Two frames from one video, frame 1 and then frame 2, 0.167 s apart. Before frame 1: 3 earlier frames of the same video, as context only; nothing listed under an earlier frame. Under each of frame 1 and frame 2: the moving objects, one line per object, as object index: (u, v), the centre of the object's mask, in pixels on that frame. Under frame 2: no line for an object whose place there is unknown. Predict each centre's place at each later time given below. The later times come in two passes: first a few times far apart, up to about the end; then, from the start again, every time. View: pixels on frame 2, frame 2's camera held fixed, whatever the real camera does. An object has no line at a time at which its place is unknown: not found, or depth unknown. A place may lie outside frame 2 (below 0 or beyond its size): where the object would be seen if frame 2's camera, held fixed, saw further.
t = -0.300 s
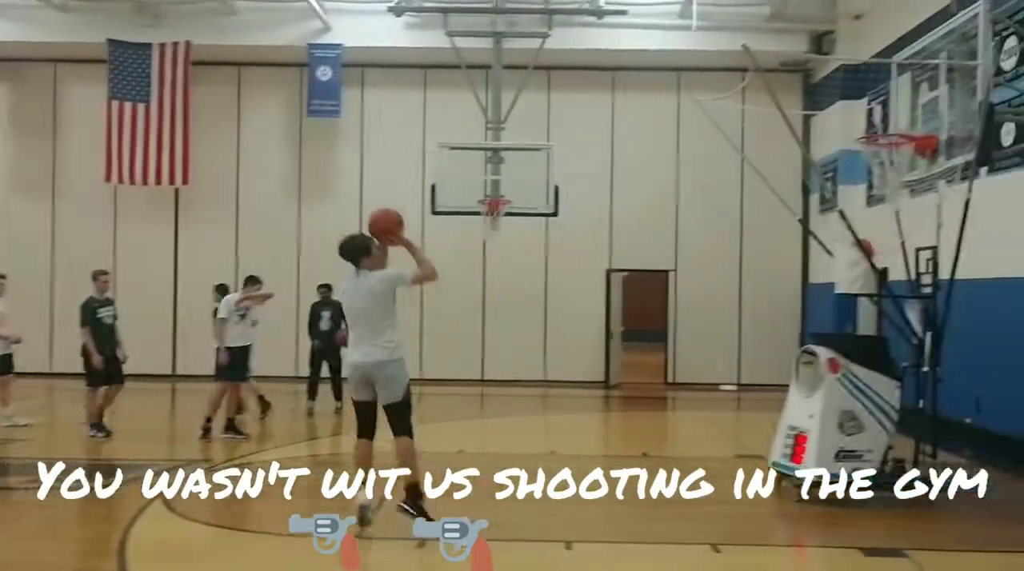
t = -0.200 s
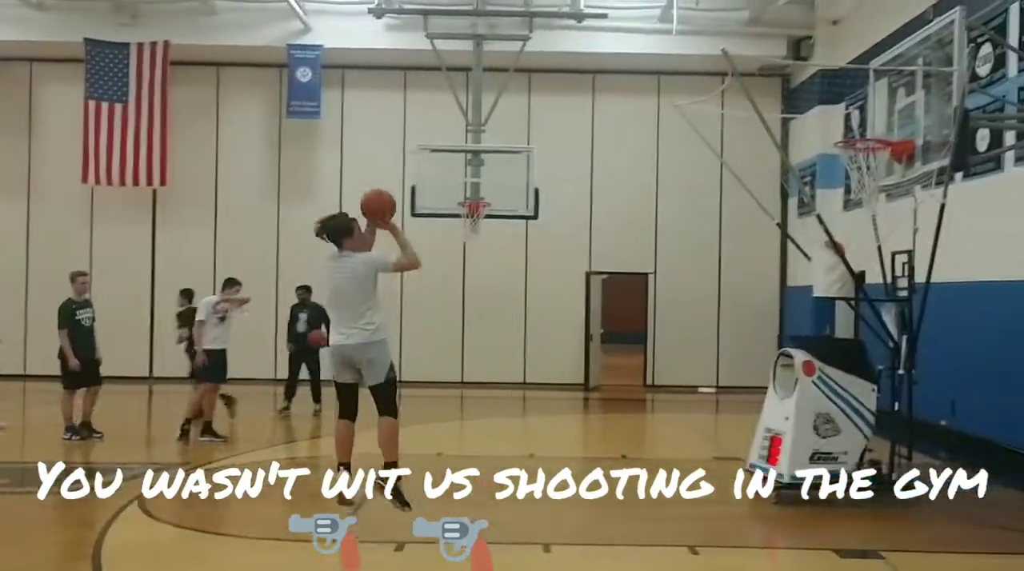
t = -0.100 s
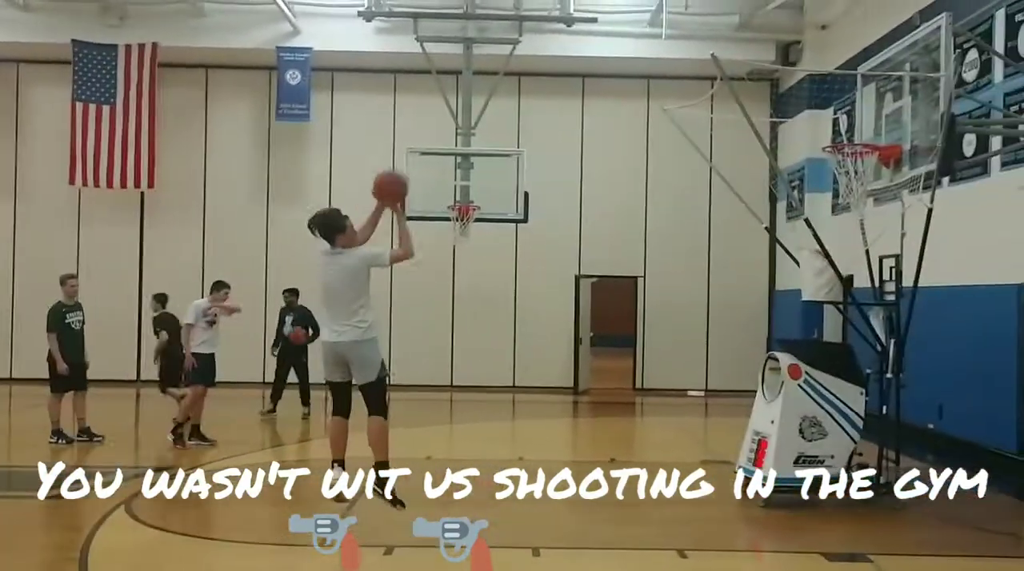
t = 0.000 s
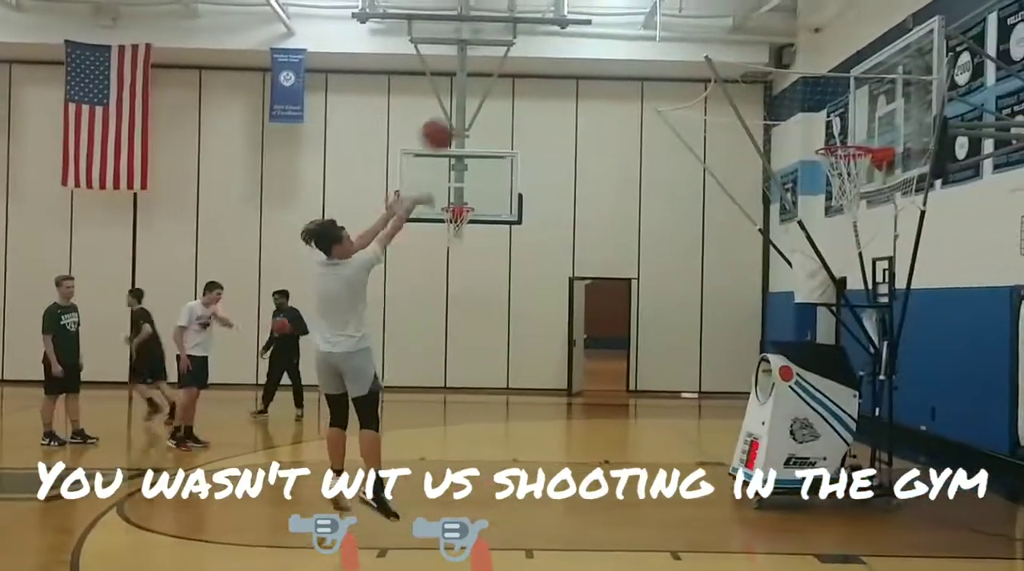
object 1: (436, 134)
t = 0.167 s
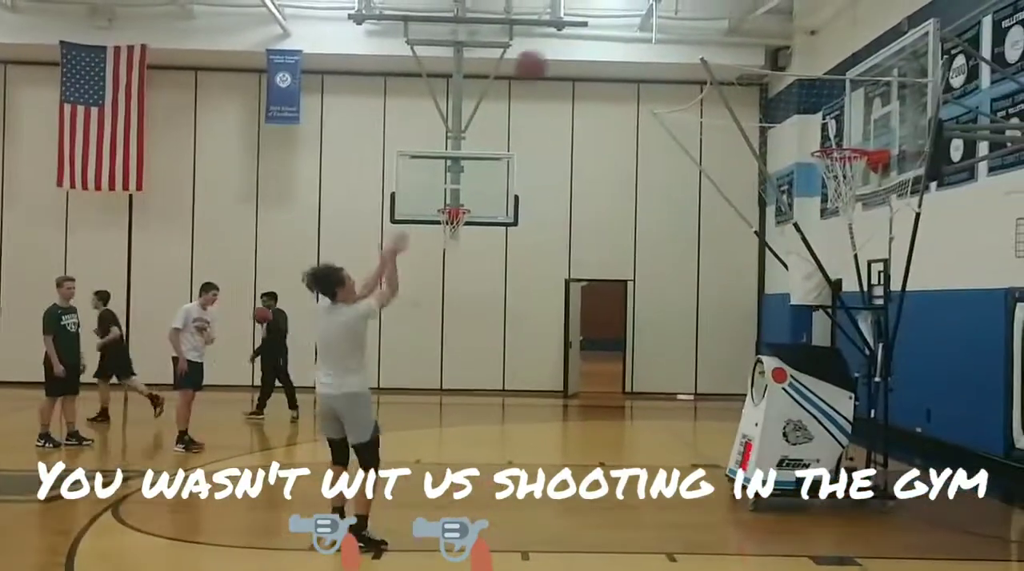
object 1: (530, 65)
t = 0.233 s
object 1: (566, 50)
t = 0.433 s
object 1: (665, 35)
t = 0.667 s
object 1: (764, 79)
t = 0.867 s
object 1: (840, 161)
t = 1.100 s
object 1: (850, 194)
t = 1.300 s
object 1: (831, 240)
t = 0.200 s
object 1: (548, 57)
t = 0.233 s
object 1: (566, 50)
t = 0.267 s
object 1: (583, 43)
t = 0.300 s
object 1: (600, 39)
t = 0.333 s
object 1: (617, 36)
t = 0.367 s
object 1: (633, 34)
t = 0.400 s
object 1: (648, 35)
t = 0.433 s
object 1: (665, 35)
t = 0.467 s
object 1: (680, 38)
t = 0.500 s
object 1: (696, 41)
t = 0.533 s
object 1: (711, 45)
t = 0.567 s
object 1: (724, 51)
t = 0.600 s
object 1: (739, 57)
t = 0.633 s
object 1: (754, 63)
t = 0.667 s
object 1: (764, 79)
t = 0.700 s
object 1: (779, 88)
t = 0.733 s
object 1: (791, 100)
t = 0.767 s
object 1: (804, 114)
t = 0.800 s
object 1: (818, 129)
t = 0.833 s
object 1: (832, 140)
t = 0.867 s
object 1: (840, 161)
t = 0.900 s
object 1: (851, 168)
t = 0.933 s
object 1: (859, 183)
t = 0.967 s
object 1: (860, 184)
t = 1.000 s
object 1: (860, 185)
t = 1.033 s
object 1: (859, 185)
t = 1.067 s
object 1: (853, 191)
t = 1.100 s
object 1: (850, 194)
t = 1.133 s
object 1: (848, 199)
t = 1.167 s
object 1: (845, 204)
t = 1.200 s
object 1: (842, 211)
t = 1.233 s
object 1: (838, 218)
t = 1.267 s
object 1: (834, 229)
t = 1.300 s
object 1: (831, 240)
